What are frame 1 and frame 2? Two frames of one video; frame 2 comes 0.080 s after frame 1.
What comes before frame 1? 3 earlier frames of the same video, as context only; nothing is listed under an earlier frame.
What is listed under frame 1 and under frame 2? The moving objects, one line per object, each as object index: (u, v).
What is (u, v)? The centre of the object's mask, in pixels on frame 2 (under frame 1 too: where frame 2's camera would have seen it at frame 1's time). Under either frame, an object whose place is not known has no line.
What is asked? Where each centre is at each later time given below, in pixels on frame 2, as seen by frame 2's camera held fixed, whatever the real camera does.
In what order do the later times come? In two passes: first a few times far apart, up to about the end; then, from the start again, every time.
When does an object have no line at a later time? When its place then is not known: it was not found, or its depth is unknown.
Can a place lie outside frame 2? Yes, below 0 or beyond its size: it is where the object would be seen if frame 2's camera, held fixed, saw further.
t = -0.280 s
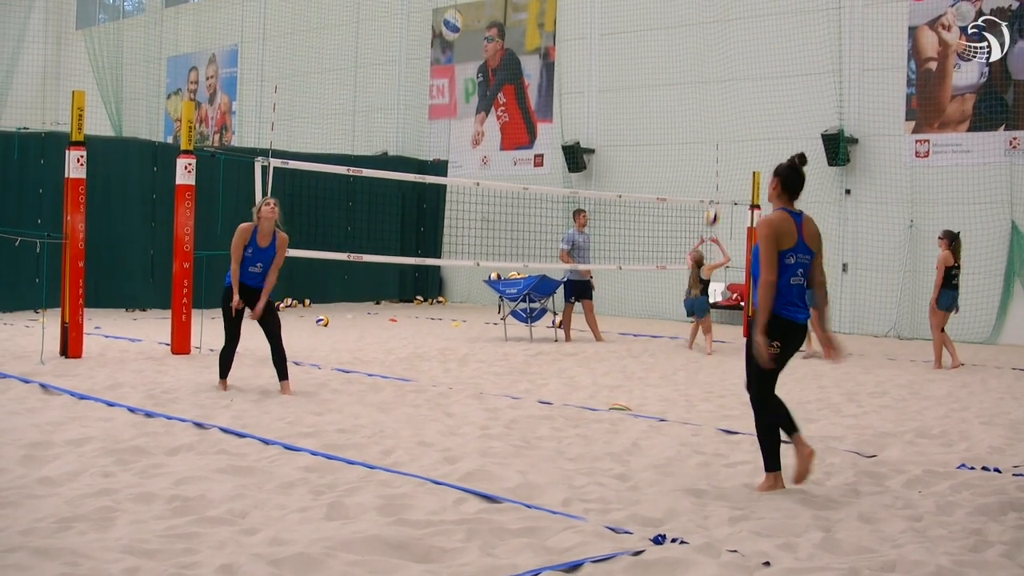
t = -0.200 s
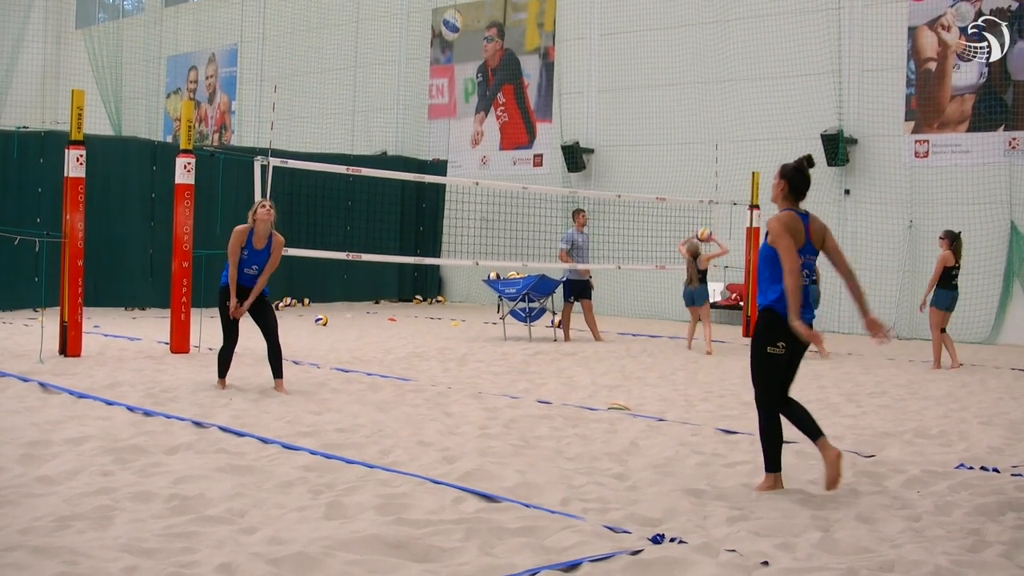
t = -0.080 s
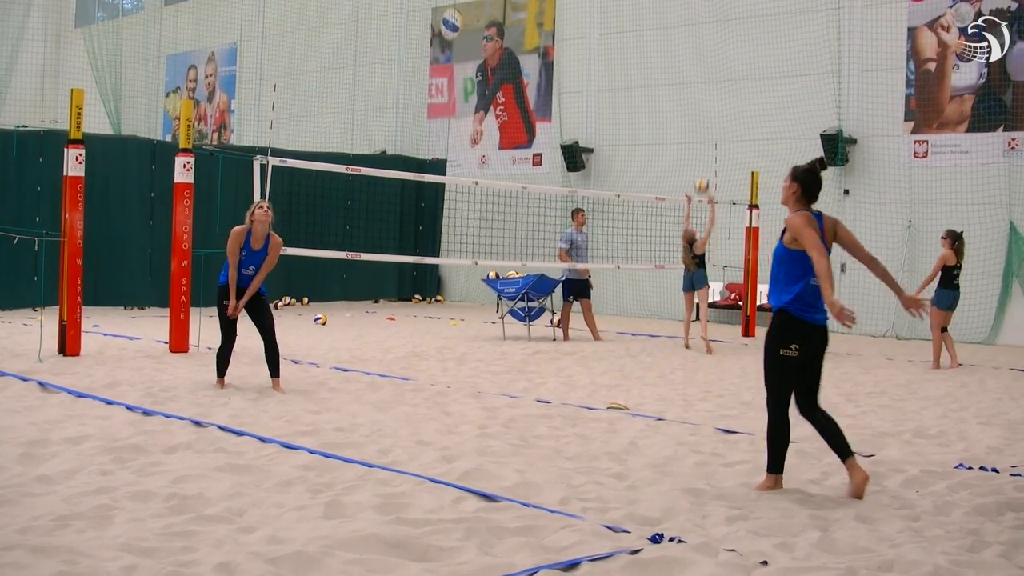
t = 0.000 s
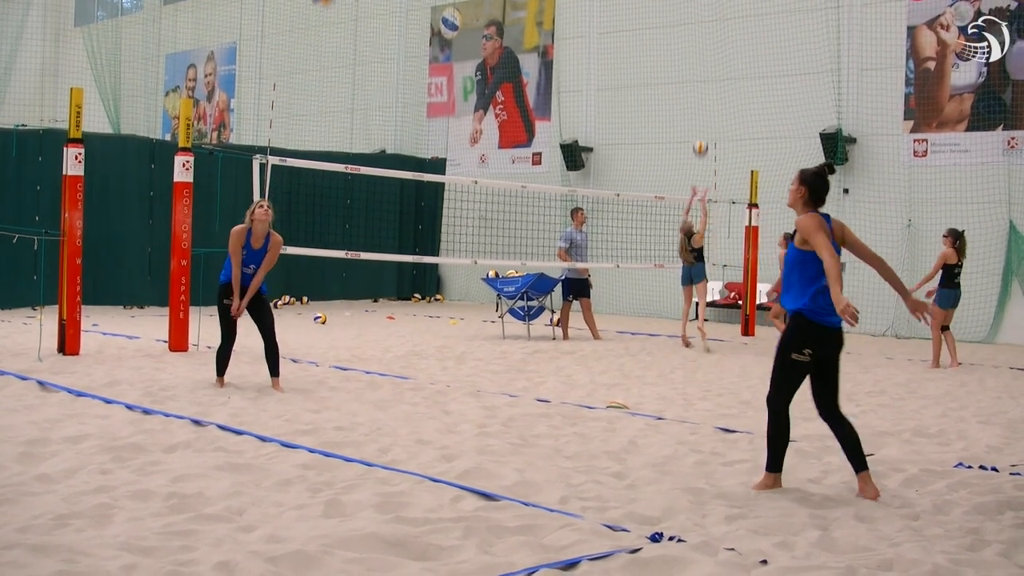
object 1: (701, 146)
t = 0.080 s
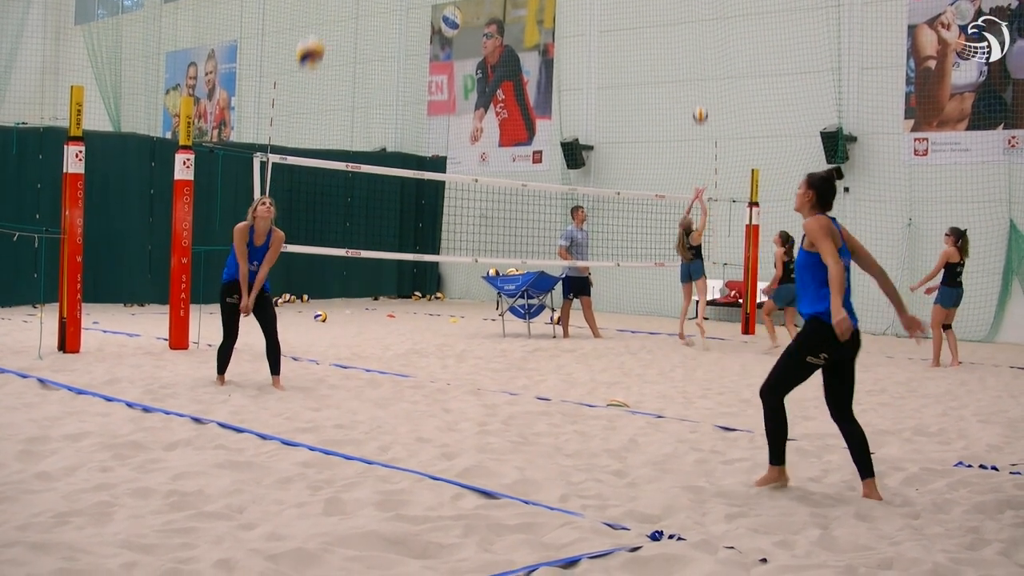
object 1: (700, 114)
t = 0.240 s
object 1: (696, 67)
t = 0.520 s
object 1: (689, 27)
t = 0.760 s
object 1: (682, 36)
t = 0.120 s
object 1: (699, 101)
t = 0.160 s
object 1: (698, 89)
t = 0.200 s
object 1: (697, 77)
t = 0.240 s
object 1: (696, 67)
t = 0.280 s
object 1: (696, 58)
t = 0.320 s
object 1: (694, 50)
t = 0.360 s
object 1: (693, 43)
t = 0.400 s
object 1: (692, 38)
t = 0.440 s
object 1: (691, 33)
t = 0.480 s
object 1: (690, 30)
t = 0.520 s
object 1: (689, 27)
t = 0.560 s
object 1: (688, 26)
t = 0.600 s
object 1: (688, 26)
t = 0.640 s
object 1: (686, 27)
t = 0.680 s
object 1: (685, 29)
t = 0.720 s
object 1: (684, 32)
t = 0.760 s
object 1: (682, 36)
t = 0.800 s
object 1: (681, 41)
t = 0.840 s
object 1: (679, 47)
